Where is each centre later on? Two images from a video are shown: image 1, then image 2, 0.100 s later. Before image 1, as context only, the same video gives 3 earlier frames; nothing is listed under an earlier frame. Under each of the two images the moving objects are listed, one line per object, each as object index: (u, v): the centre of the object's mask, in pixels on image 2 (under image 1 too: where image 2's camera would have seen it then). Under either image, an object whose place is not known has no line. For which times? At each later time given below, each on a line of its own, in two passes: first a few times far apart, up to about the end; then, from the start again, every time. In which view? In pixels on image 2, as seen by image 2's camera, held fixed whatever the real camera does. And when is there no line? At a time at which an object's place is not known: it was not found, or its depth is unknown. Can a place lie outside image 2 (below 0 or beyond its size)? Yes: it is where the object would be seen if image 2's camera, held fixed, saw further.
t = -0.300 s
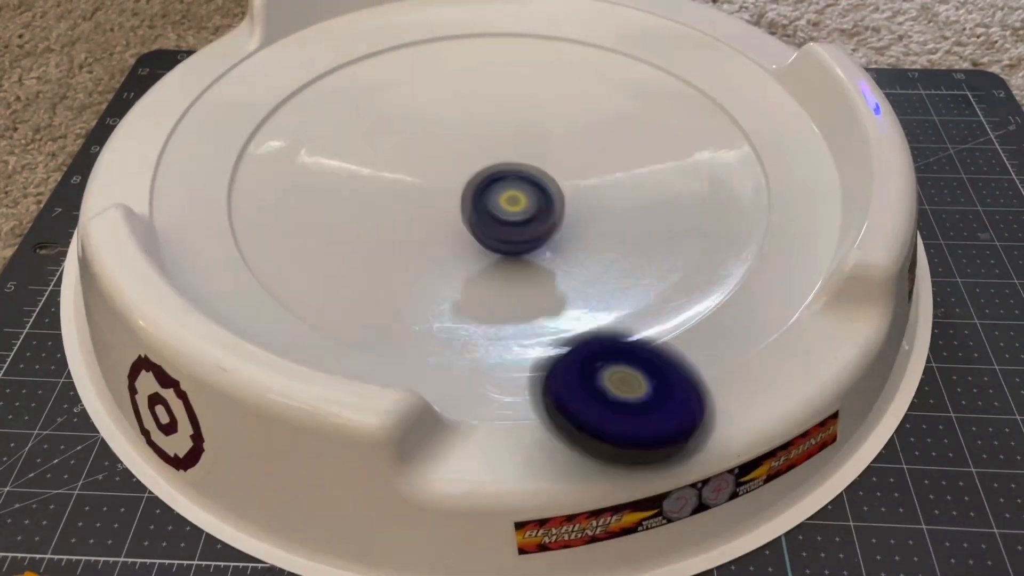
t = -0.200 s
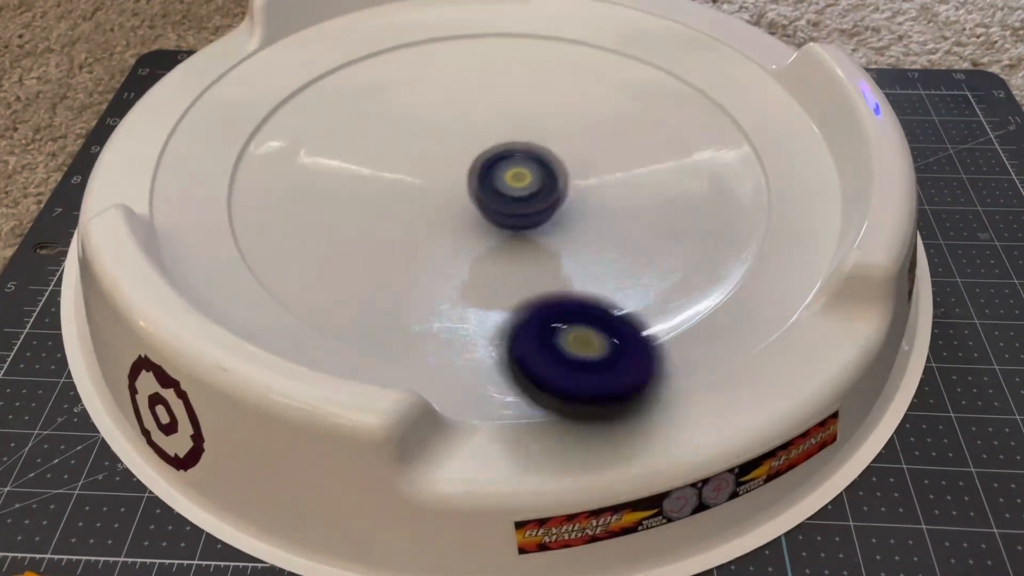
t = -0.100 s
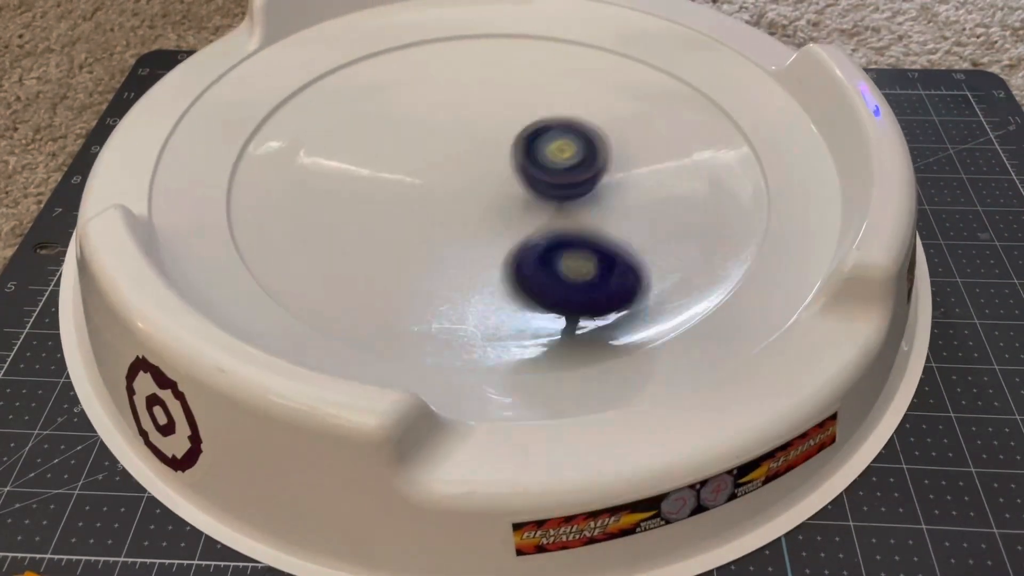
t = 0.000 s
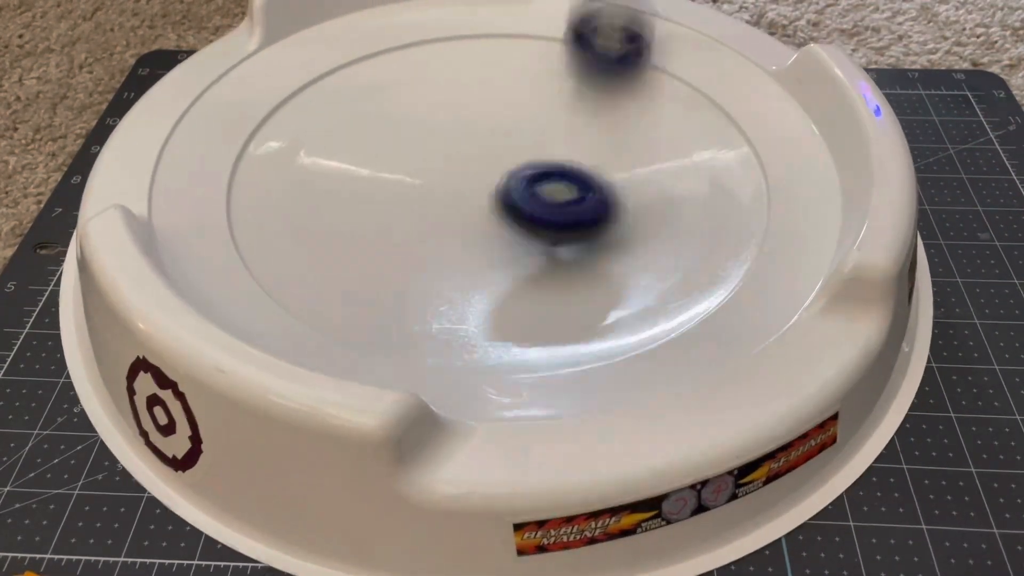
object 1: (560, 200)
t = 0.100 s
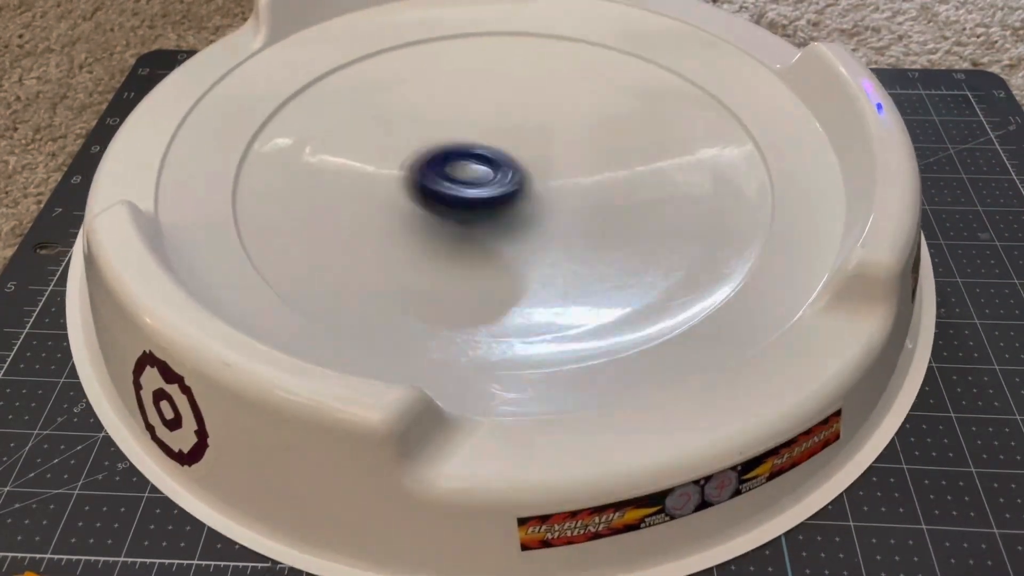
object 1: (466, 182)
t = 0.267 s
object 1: (295, 178)
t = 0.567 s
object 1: (597, 221)
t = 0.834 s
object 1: (370, 25)
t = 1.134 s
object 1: (416, 246)
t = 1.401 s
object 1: (564, 32)
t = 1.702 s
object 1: (295, 129)
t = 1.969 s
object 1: (651, 138)
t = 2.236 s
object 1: (486, 15)
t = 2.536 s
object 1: (486, 205)
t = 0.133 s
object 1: (430, 173)
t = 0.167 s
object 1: (392, 167)
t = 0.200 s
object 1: (356, 164)
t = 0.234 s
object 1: (323, 167)
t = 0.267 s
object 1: (295, 178)
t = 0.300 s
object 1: (273, 197)
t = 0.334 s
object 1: (264, 219)
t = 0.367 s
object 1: (292, 248)
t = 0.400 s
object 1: (341, 274)
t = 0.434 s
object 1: (402, 288)
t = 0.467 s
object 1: (463, 291)
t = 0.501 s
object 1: (521, 277)
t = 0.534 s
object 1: (568, 254)
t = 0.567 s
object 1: (597, 221)
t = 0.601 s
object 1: (607, 185)
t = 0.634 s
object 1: (599, 150)
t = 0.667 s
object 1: (578, 114)
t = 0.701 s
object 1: (546, 84)
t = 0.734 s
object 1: (507, 58)
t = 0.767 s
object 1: (461, 36)
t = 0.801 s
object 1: (412, 25)
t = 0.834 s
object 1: (370, 25)
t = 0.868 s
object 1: (329, 42)
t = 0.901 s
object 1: (290, 59)
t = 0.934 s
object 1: (266, 93)
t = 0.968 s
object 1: (248, 124)
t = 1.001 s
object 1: (246, 157)
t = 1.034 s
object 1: (264, 192)
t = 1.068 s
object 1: (305, 218)
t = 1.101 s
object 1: (356, 236)
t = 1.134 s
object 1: (416, 246)
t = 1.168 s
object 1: (478, 240)
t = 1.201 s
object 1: (533, 222)
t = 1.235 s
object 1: (575, 195)
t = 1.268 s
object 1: (599, 162)
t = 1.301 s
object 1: (609, 127)
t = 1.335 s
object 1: (604, 91)
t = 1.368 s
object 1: (588, 58)
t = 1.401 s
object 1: (564, 32)
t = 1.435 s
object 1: (536, 18)
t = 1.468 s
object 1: (496, 14)
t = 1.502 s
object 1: (452, 17)
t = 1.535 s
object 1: (407, 19)
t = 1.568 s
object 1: (362, 27)
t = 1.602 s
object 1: (323, 40)
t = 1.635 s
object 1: (296, 67)
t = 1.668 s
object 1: (287, 96)
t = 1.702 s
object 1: (295, 129)
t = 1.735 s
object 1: (320, 159)
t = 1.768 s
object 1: (361, 187)
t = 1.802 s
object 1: (414, 205)
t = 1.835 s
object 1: (470, 212)
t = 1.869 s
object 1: (527, 207)
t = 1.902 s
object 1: (582, 191)
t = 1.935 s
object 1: (622, 168)
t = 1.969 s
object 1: (651, 138)
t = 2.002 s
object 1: (669, 105)
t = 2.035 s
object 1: (674, 73)
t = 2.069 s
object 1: (669, 42)
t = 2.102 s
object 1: (642, 27)
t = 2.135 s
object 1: (601, 25)
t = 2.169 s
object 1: (566, 19)
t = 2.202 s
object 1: (527, 15)
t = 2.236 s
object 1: (486, 15)
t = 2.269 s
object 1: (444, 20)
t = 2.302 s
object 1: (410, 29)
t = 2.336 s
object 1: (387, 46)
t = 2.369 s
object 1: (374, 76)
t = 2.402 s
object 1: (371, 107)
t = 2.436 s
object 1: (383, 138)
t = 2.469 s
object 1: (407, 166)
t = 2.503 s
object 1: (443, 187)
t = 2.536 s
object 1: (486, 205)
